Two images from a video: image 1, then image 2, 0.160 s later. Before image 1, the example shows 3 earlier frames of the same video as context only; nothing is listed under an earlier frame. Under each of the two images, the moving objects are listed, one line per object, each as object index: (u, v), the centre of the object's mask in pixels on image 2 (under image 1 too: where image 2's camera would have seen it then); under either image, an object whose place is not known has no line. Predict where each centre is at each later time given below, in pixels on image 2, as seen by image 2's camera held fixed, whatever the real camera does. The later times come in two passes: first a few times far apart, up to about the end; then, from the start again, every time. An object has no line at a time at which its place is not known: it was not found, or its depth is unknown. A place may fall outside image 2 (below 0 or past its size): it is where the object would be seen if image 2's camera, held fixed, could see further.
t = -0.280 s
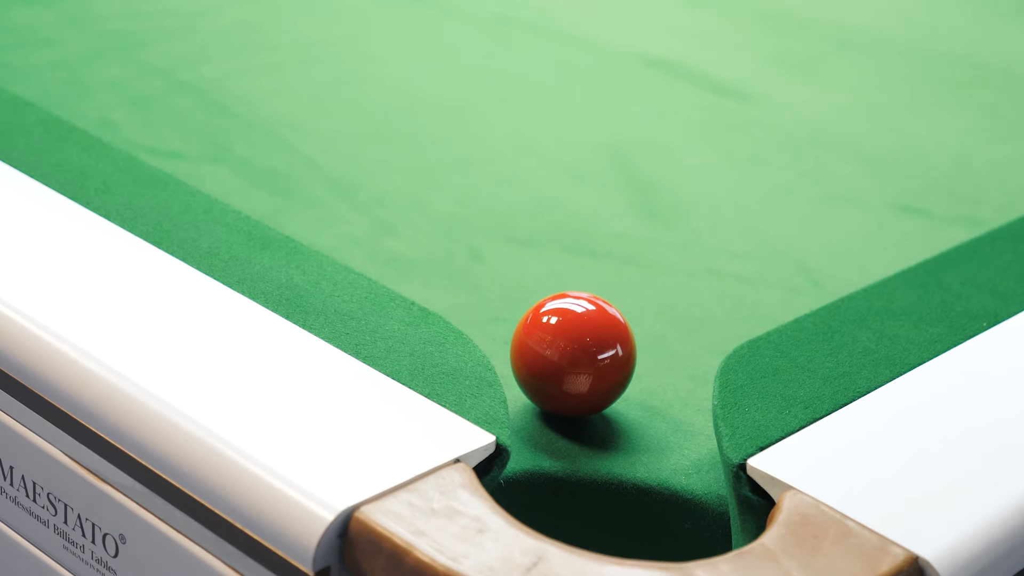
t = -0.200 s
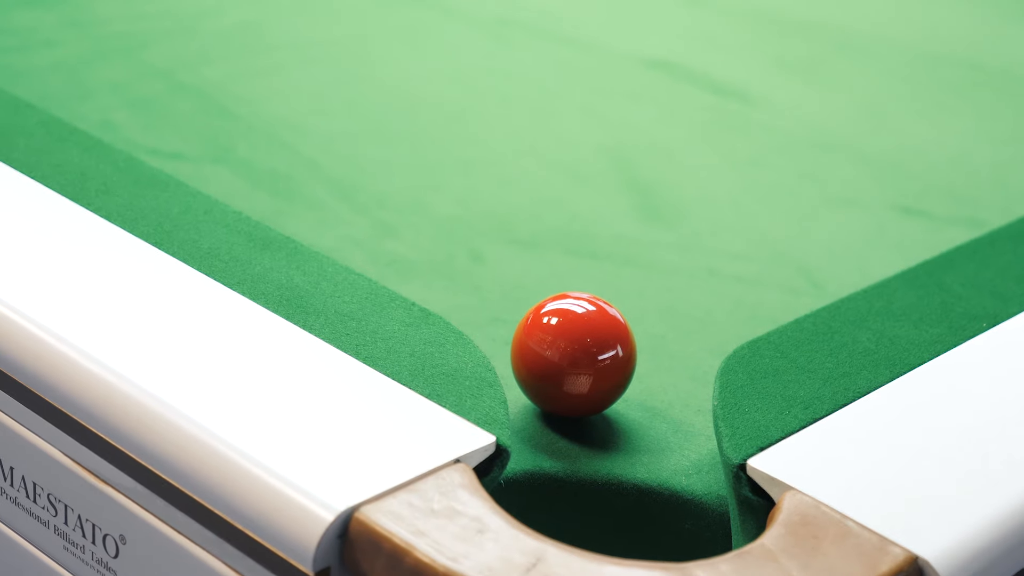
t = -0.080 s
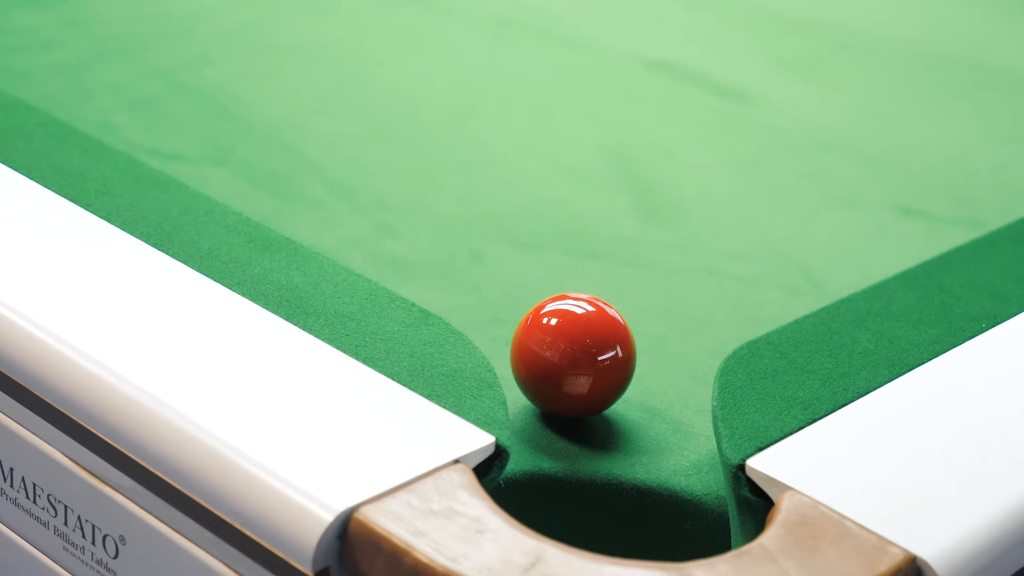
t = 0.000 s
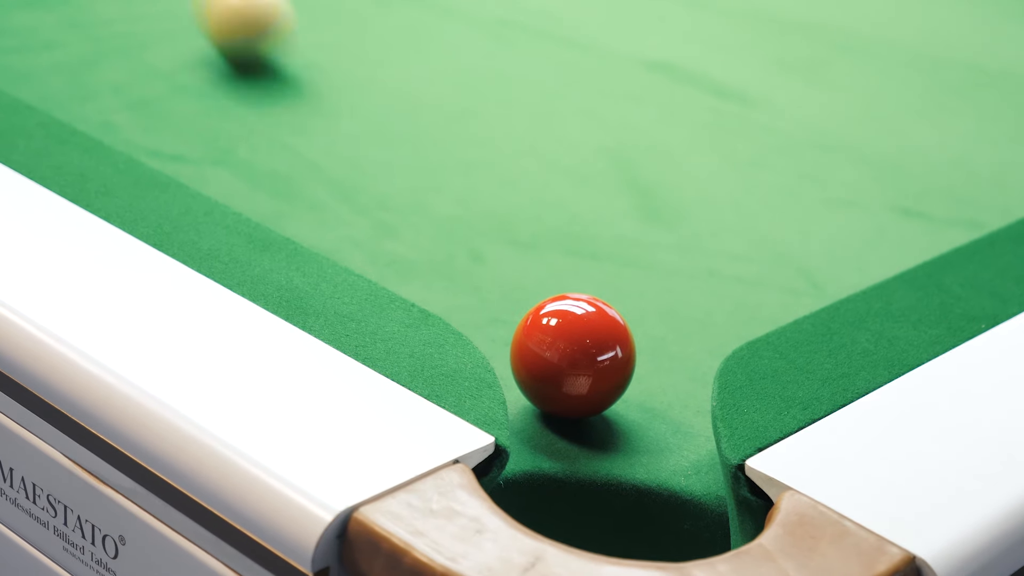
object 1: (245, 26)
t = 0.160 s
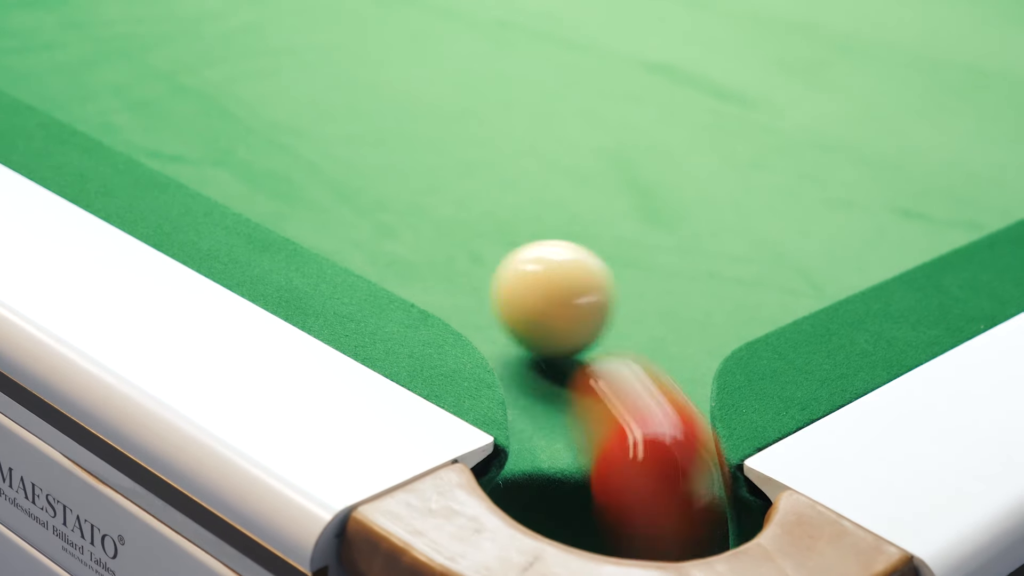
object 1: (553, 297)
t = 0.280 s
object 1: (648, 314)
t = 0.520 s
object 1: (685, 287)
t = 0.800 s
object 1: (647, 245)
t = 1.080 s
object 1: (653, 244)
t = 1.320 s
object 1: (693, 276)
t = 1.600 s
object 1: (686, 310)
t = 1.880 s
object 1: (549, 289)
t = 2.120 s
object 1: (439, 268)
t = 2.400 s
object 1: (350, 234)
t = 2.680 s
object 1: (322, 203)
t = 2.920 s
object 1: (304, 175)
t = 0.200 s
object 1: (584, 302)
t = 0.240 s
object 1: (616, 308)
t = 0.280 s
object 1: (648, 314)
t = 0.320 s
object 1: (682, 320)
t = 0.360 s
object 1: (710, 319)
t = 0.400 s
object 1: (713, 315)
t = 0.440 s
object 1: (705, 307)
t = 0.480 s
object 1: (694, 297)
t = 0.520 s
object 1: (685, 287)
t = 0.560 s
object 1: (676, 278)
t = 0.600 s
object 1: (669, 271)
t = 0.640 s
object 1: (663, 264)
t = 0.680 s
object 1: (657, 257)
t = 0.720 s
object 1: (653, 252)
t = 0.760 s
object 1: (649, 248)
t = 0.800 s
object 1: (647, 245)
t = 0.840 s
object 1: (645, 242)
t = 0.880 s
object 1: (644, 240)
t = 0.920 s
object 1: (644, 239)
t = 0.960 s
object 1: (645, 239)
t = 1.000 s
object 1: (647, 240)
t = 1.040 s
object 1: (650, 241)
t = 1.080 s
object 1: (653, 244)
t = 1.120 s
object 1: (657, 247)
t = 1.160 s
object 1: (663, 251)
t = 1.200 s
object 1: (669, 256)
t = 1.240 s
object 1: (676, 262)
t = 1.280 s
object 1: (684, 268)
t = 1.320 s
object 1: (693, 276)
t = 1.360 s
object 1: (703, 284)
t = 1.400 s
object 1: (714, 294)
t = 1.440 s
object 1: (725, 301)
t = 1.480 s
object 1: (735, 306)
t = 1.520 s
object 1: (729, 311)
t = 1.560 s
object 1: (707, 312)
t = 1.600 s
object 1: (686, 310)
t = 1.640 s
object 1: (665, 306)
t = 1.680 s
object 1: (645, 303)
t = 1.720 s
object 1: (626, 300)
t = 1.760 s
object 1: (606, 297)
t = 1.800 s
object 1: (587, 295)
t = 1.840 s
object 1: (568, 292)
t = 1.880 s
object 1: (549, 289)
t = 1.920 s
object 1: (530, 286)
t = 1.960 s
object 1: (511, 284)
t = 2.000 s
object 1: (492, 281)
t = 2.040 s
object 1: (474, 277)
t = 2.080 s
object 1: (456, 273)
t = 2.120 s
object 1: (439, 268)
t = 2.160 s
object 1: (422, 263)
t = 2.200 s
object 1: (405, 258)
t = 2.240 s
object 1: (388, 252)
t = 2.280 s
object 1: (372, 247)
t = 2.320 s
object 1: (358, 242)
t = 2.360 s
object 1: (354, 238)
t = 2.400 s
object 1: (350, 234)
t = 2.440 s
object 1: (346, 229)
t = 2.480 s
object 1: (342, 225)
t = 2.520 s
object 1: (338, 221)
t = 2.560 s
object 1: (334, 216)
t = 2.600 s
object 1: (330, 212)
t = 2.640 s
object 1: (327, 208)
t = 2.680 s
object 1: (322, 203)
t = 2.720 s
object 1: (319, 199)
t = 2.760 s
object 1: (316, 195)
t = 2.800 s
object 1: (314, 190)
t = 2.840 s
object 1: (310, 185)
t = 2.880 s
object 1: (308, 180)
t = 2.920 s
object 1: (304, 175)
